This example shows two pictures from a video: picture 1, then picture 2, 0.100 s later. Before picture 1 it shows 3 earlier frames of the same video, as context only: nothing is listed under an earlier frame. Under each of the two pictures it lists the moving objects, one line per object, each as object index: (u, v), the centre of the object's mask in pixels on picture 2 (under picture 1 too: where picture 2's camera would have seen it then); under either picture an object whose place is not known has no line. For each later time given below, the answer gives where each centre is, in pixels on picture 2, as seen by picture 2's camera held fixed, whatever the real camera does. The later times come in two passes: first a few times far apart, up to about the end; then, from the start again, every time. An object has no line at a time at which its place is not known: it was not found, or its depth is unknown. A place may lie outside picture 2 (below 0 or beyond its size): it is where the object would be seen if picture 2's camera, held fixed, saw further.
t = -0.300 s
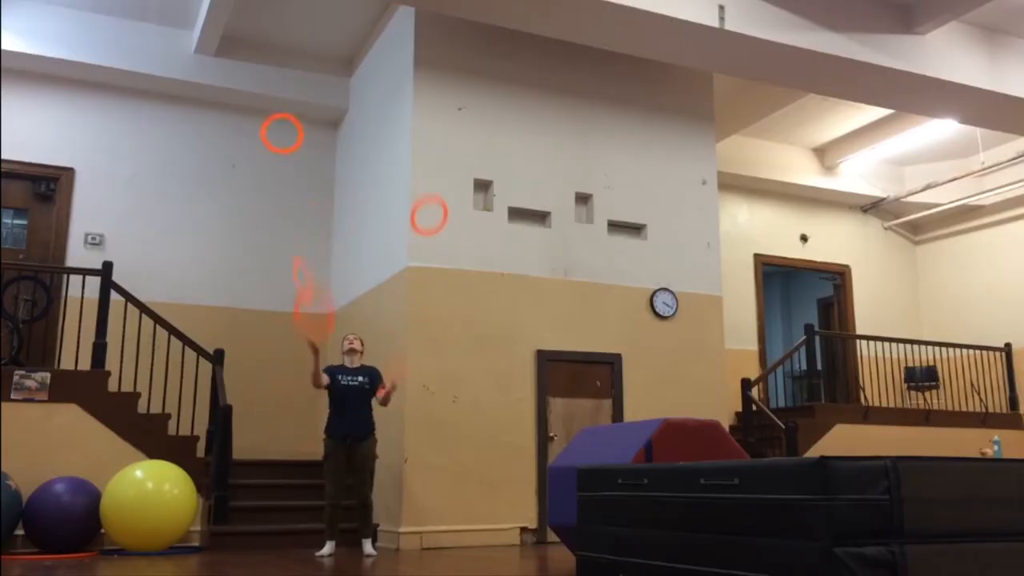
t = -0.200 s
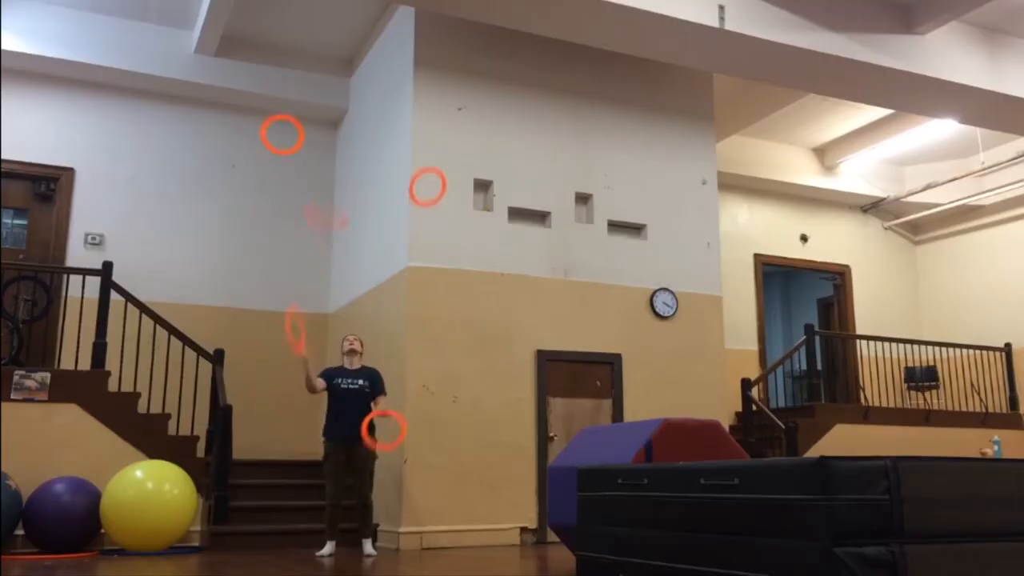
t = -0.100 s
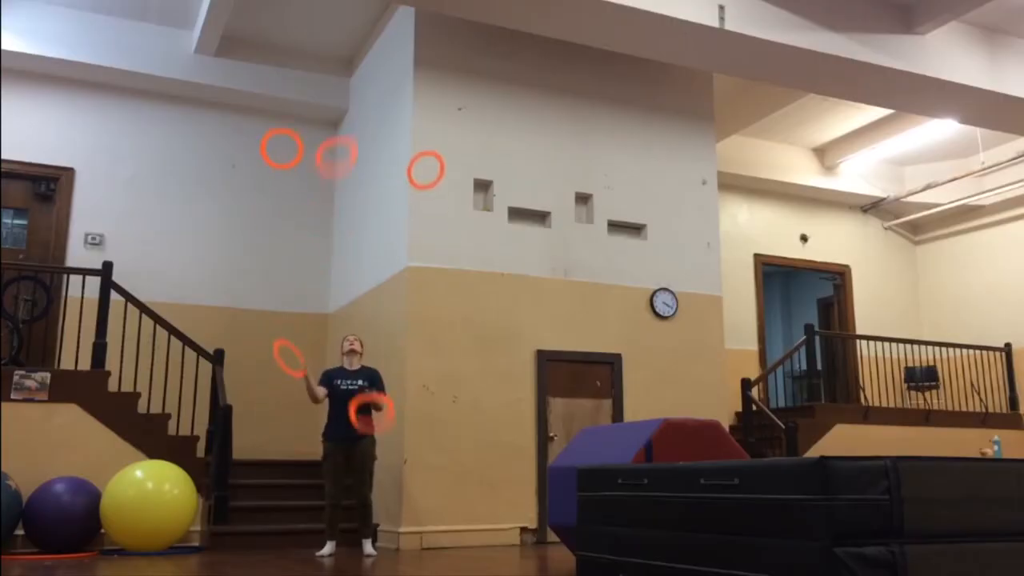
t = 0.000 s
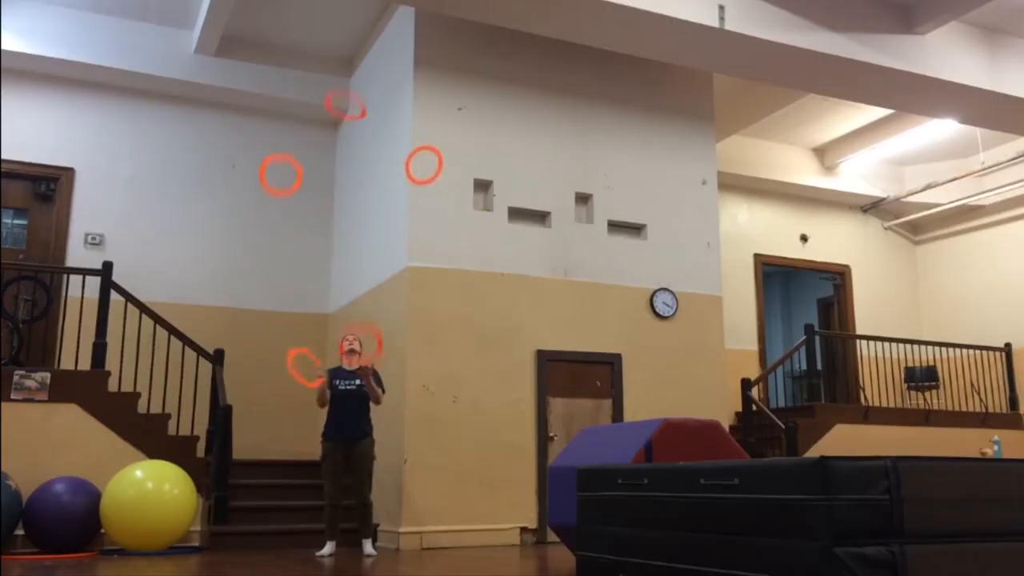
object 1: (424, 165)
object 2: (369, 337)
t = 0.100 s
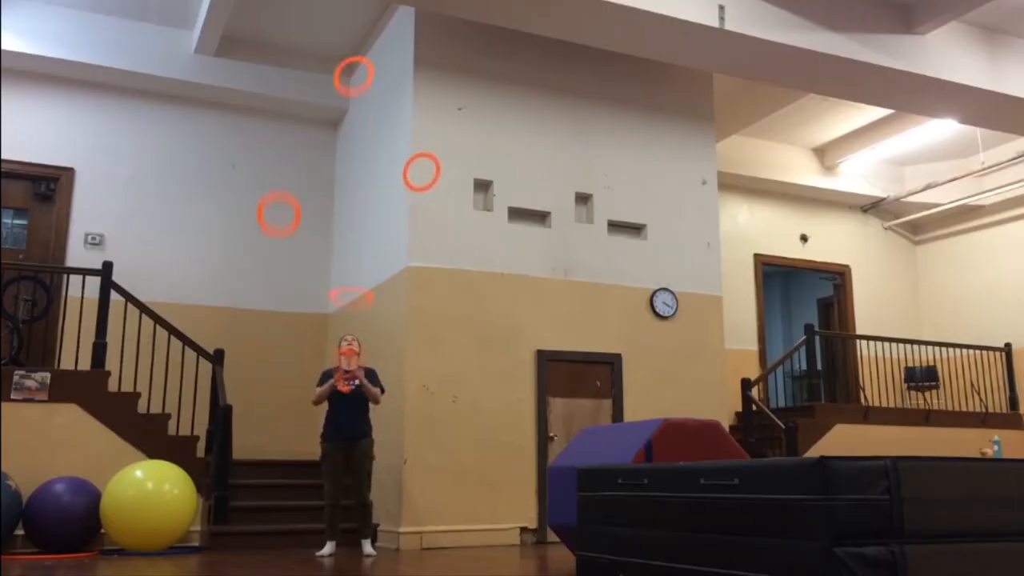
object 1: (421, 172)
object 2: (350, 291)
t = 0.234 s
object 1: (418, 200)
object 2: (338, 253)
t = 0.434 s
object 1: (412, 286)
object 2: (315, 234)
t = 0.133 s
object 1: (421, 177)
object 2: (348, 282)
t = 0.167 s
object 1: (420, 183)
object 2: (344, 270)
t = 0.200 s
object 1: (419, 191)
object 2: (341, 261)
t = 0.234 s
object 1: (418, 200)
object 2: (338, 253)
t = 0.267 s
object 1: (417, 210)
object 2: (334, 247)
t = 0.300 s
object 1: (416, 222)
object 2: (331, 242)
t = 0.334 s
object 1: (415, 235)
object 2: (327, 238)
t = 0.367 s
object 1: (414, 249)
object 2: (323, 235)
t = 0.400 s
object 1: (413, 267)
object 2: (319, 234)
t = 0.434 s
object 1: (412, 286)
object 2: (315, 234)
